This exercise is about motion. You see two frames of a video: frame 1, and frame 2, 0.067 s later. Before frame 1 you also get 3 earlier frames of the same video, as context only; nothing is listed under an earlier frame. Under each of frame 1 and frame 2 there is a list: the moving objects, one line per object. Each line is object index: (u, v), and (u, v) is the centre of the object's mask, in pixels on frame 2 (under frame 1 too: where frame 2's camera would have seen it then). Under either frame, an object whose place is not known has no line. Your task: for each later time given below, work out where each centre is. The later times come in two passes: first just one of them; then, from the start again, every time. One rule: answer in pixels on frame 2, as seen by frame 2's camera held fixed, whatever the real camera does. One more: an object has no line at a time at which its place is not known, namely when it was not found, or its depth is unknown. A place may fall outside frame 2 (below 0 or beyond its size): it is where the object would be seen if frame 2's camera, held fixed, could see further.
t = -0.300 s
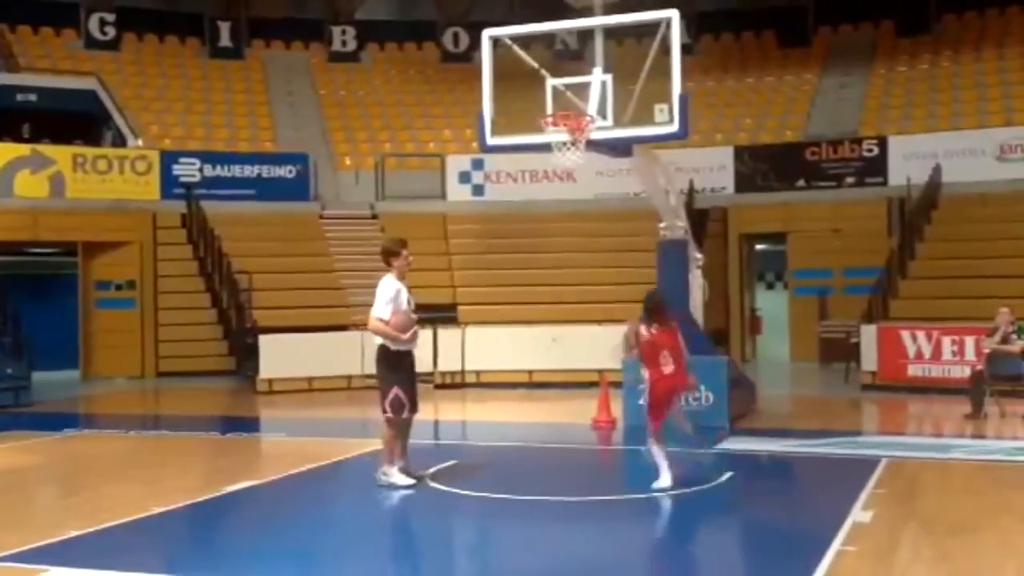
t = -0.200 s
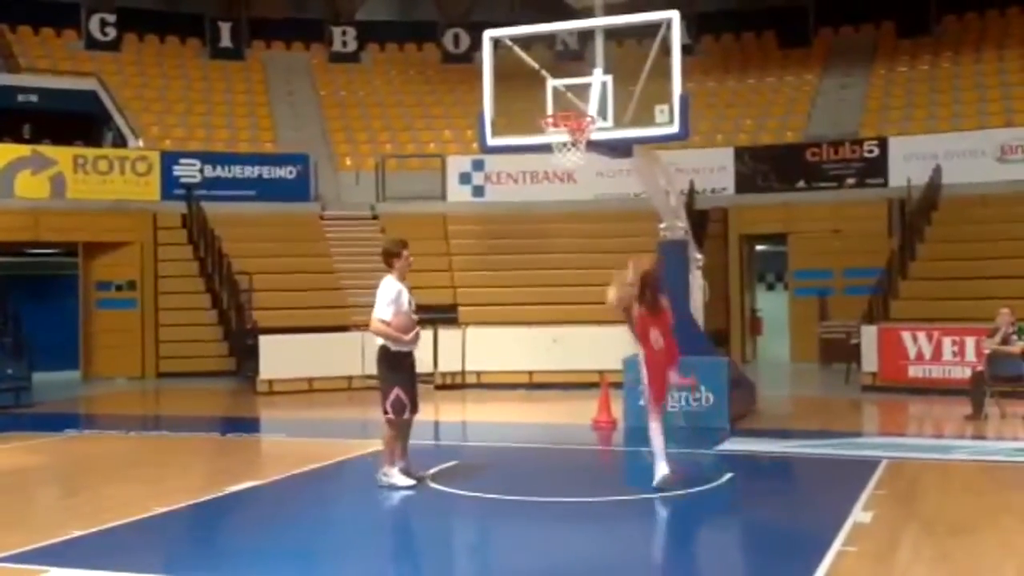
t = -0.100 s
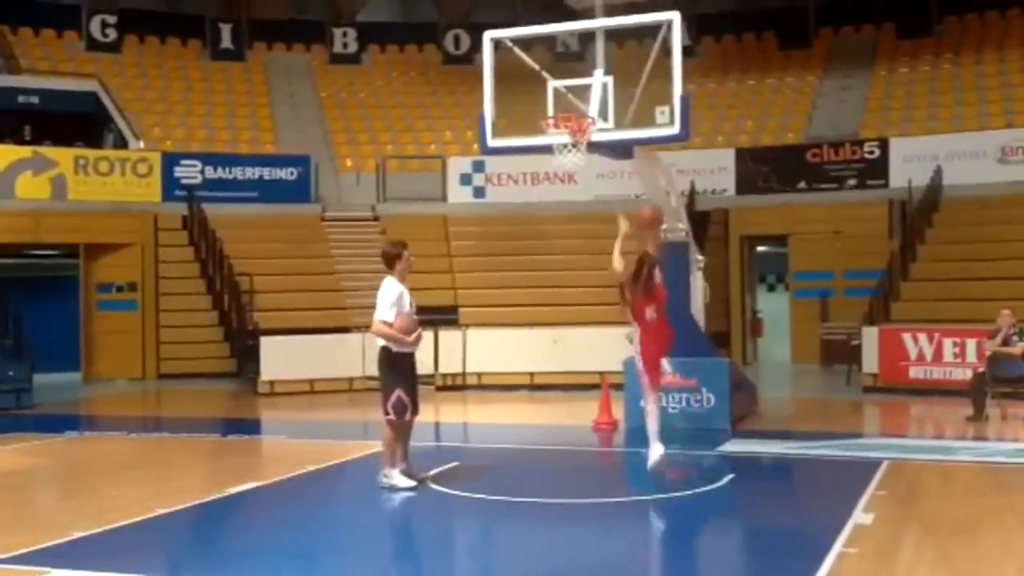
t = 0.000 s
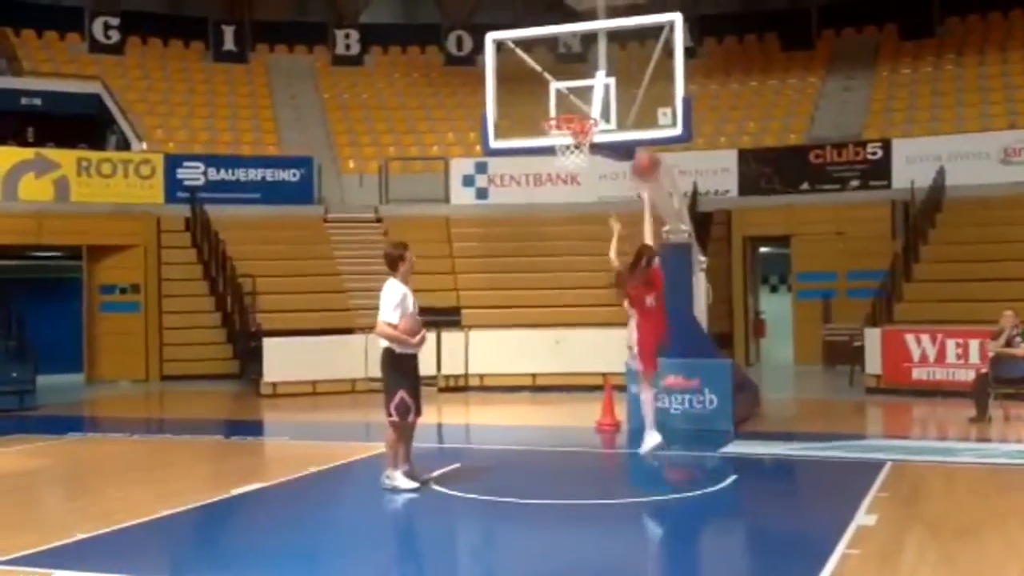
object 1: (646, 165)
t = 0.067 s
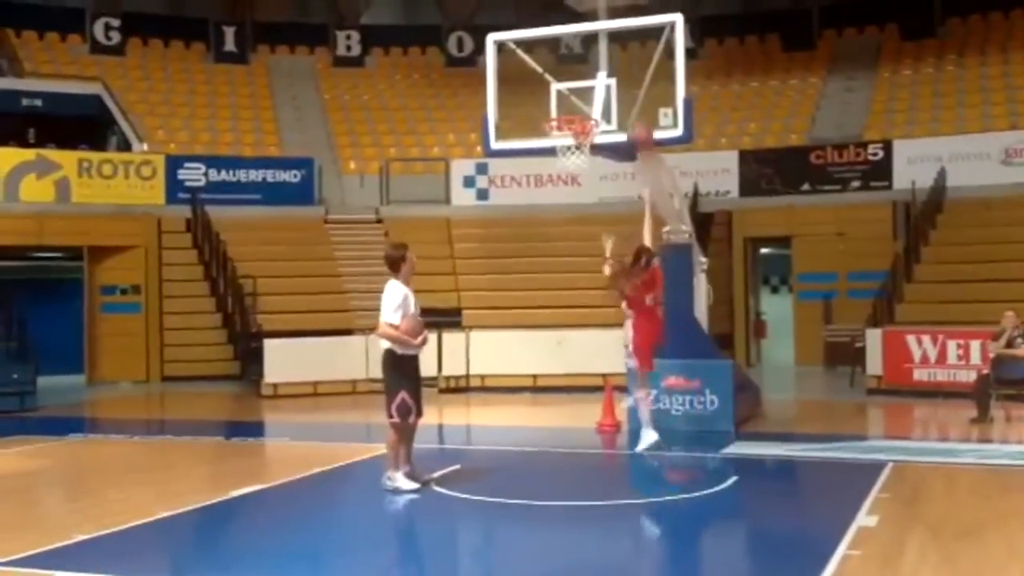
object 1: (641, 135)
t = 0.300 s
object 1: (623, 76)
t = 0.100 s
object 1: (639, 124)
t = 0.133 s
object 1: (635, 110)
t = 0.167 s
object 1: (633, 99)
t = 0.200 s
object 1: (632, 92)
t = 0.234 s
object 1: (628, 84)
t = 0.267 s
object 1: (625, 80)
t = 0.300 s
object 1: (623, 76)
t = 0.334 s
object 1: (621, 74)
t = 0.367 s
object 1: (620, 72)
